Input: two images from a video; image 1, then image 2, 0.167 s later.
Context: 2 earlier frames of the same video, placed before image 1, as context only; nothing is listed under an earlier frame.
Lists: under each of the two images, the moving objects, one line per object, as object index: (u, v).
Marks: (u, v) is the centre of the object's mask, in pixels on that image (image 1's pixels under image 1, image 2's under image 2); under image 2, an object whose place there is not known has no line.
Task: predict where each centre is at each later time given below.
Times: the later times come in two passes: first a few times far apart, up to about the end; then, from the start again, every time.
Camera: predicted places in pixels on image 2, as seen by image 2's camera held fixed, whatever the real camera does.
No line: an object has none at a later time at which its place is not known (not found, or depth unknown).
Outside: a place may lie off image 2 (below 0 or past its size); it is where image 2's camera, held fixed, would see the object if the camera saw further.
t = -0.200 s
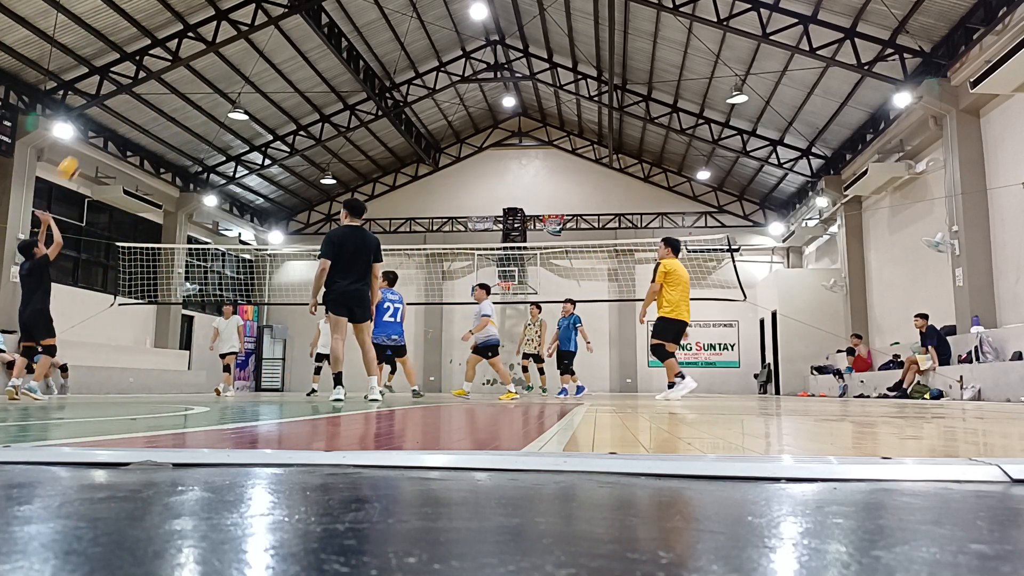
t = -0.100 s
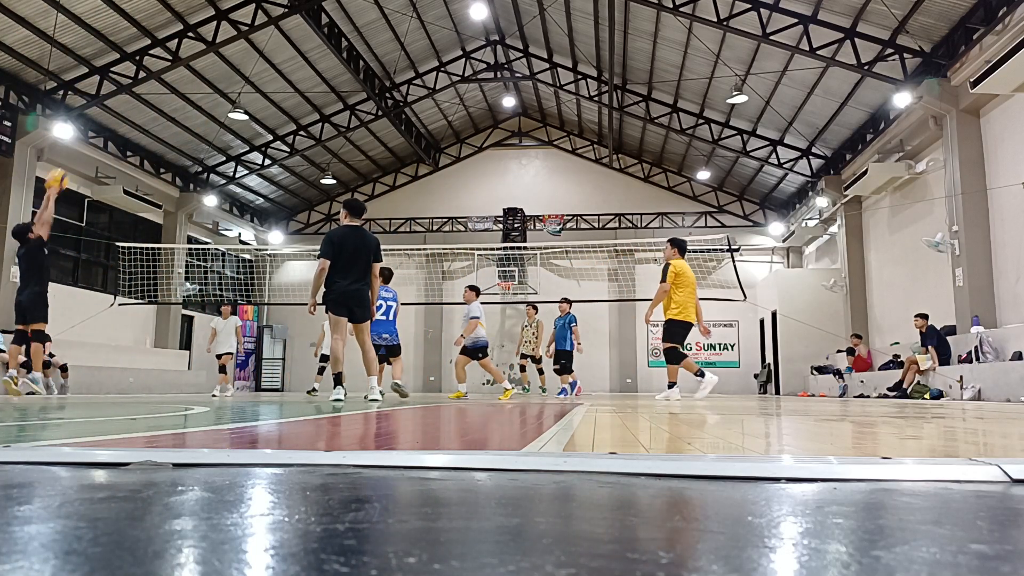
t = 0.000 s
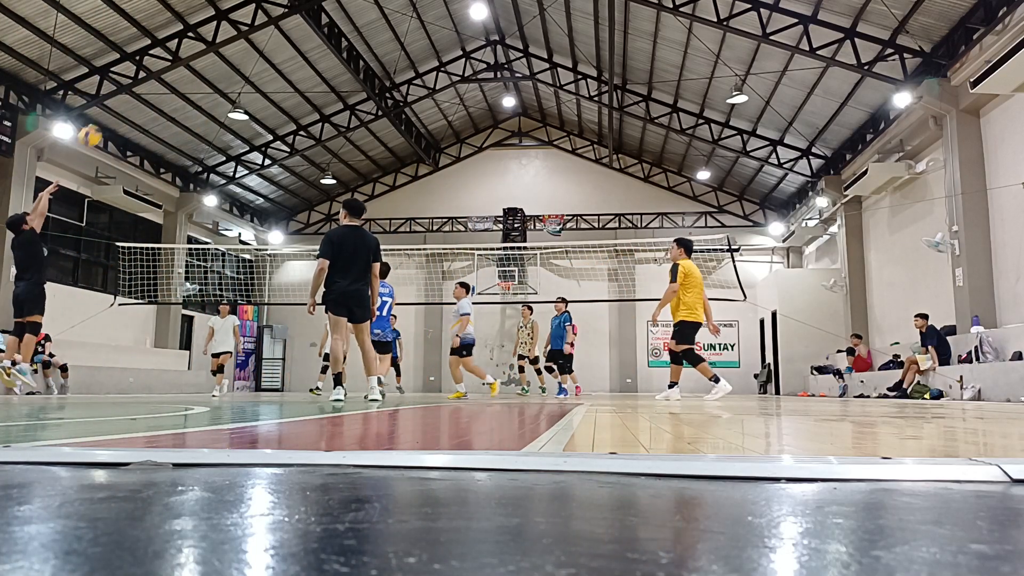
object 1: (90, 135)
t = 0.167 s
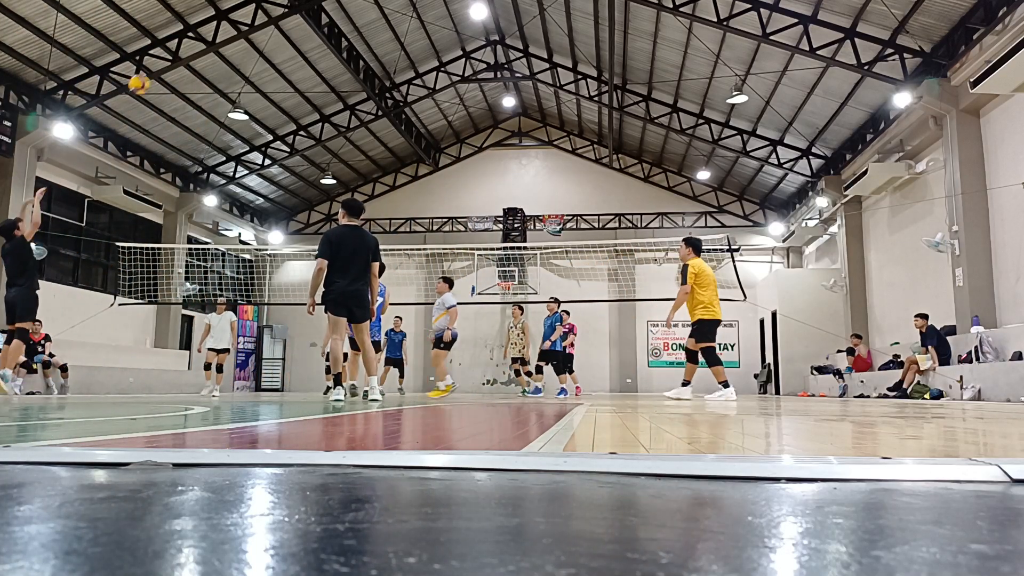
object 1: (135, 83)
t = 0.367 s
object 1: (190, 55)
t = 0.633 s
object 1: (250, 64)
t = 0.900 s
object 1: (302, 121)
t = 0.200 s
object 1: (144, 74)
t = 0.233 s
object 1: (152, 67)
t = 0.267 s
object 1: (168, 63)
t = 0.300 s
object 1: (175, 61)
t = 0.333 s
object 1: (183, 57)
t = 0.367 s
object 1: (190, 55)
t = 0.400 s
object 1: (198, 53)
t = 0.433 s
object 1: (207, 49)
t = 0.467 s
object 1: (214, 52)
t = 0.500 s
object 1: (222, 53)
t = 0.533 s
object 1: (228, 54)
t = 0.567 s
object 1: (236, 57)
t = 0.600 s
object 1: (244, 60)
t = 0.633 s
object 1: (250, 64)
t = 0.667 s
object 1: (257, 68)
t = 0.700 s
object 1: (264, 73)
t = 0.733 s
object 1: (270, 79)
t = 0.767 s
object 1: (277, 86)
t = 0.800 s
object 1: (284, 93)
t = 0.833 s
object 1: (290, 102)
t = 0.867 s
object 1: (296, 111)
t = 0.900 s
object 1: (302, 121)
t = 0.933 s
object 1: (307, 131)
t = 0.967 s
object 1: (313, 142)
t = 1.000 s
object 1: (319, 154)
